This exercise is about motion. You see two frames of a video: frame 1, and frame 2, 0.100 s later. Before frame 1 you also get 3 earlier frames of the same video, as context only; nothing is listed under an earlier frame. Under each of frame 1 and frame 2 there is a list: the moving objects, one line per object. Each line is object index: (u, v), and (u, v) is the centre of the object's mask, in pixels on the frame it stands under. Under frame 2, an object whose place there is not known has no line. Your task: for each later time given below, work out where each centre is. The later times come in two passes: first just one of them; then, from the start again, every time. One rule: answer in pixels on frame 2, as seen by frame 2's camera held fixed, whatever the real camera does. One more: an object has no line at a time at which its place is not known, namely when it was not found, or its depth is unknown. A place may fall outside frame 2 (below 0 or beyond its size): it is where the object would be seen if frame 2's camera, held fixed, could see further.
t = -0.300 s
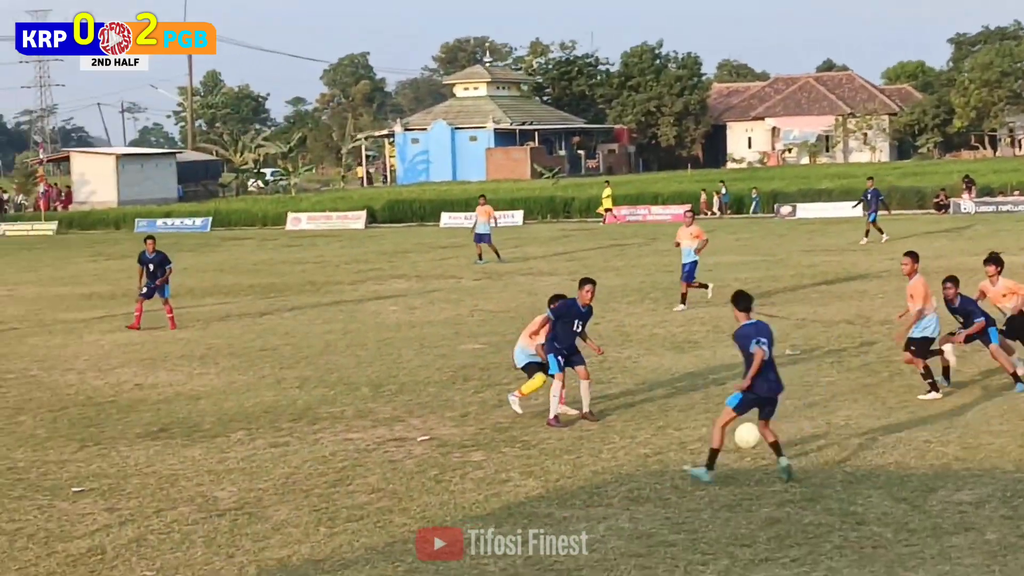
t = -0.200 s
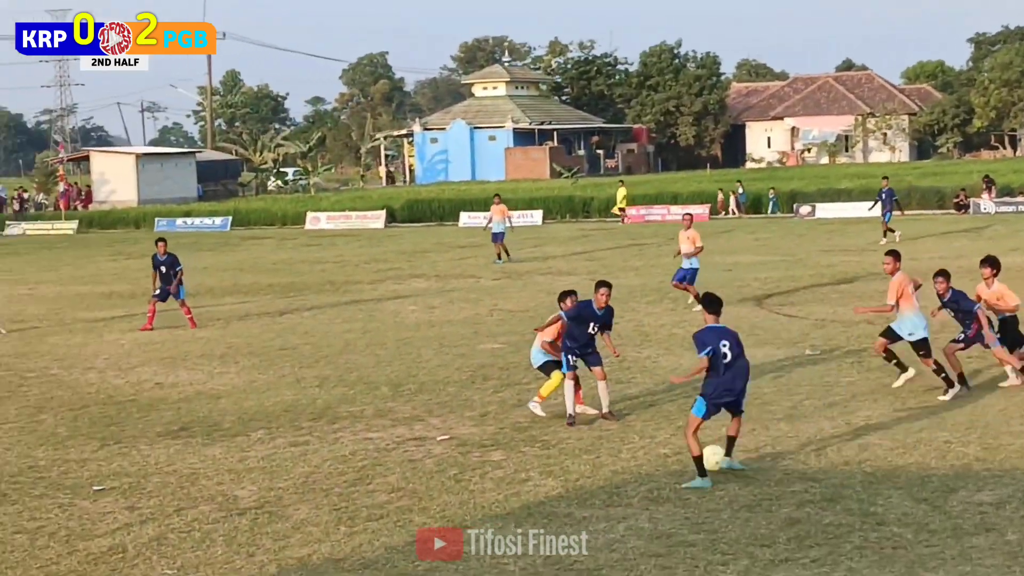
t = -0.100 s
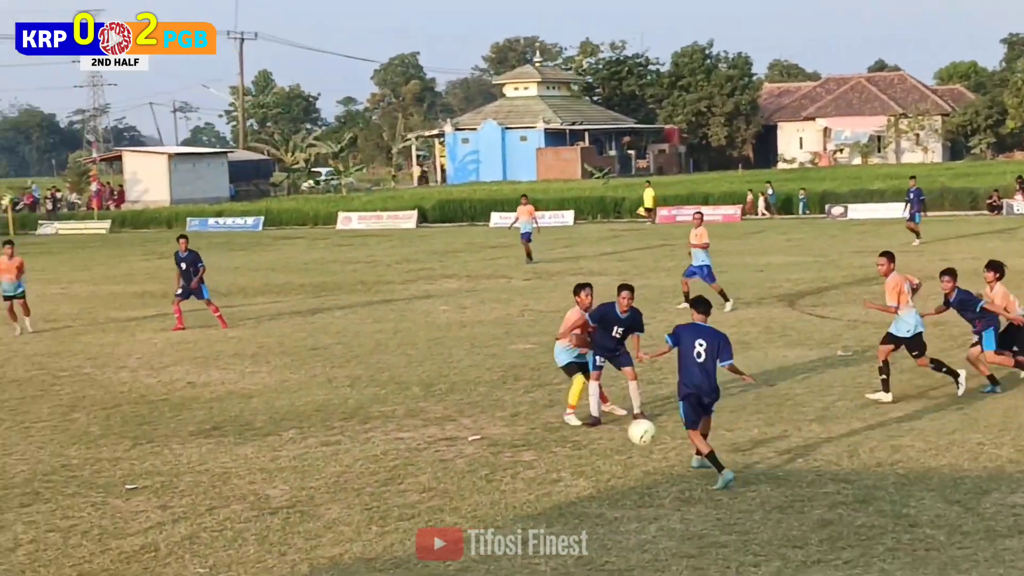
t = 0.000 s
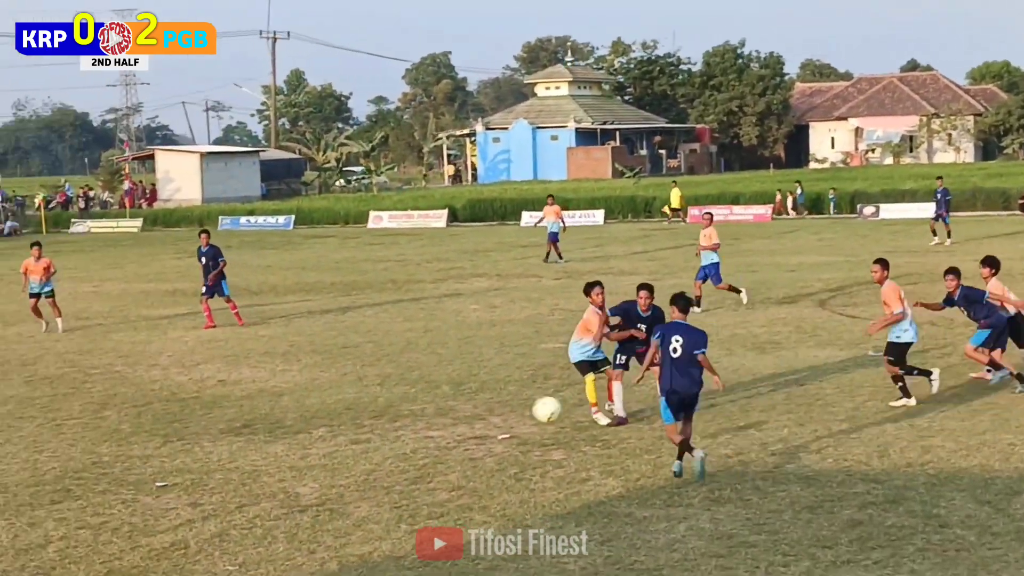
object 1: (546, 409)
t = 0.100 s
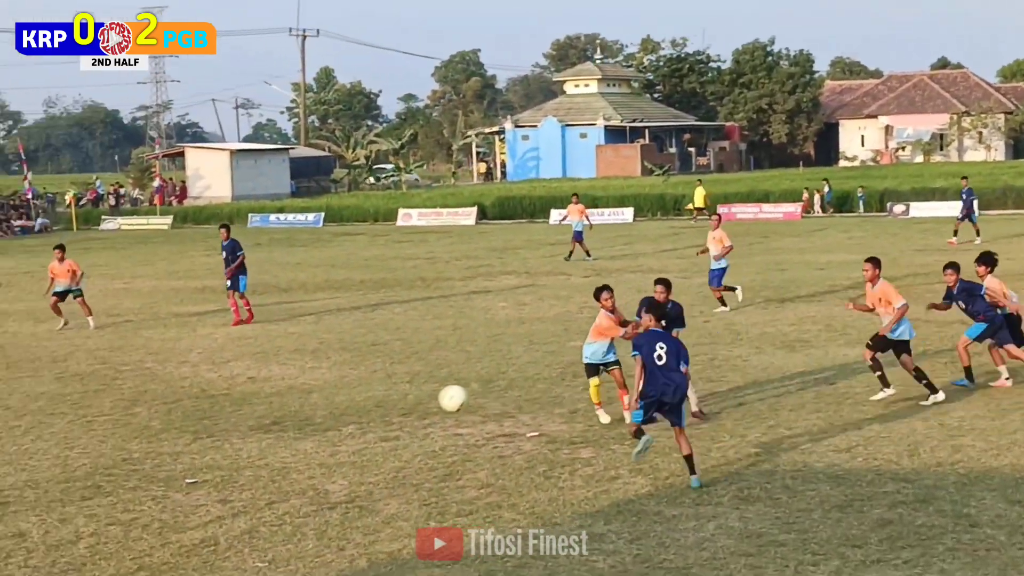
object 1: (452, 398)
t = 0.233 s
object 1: (291, 407)
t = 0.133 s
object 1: (412, 398)
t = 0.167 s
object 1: (371, 400)
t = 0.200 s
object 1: (331, 402)
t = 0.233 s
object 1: (291, 407)
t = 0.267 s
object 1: (252, 412)
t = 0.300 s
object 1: (210, 418)
